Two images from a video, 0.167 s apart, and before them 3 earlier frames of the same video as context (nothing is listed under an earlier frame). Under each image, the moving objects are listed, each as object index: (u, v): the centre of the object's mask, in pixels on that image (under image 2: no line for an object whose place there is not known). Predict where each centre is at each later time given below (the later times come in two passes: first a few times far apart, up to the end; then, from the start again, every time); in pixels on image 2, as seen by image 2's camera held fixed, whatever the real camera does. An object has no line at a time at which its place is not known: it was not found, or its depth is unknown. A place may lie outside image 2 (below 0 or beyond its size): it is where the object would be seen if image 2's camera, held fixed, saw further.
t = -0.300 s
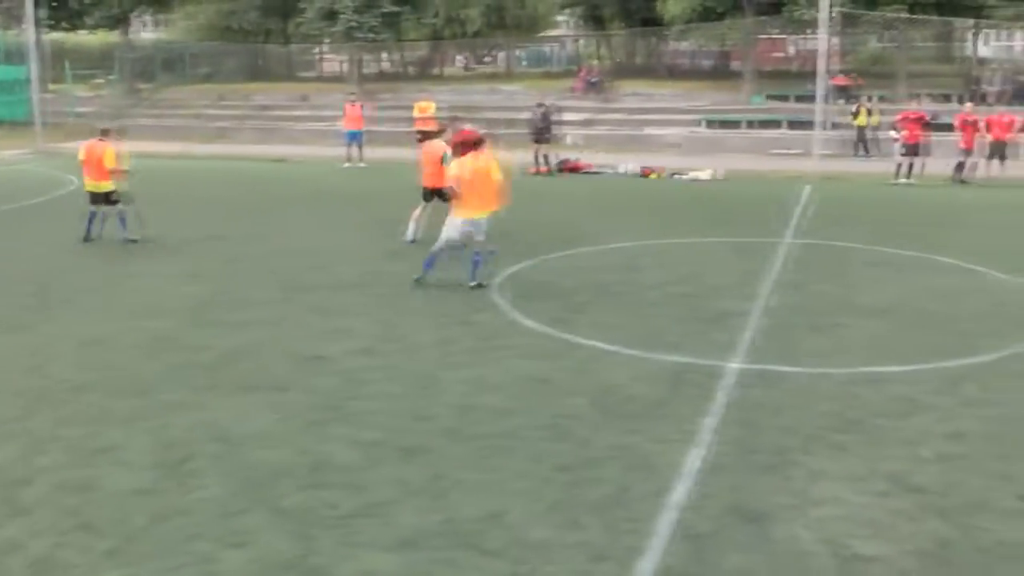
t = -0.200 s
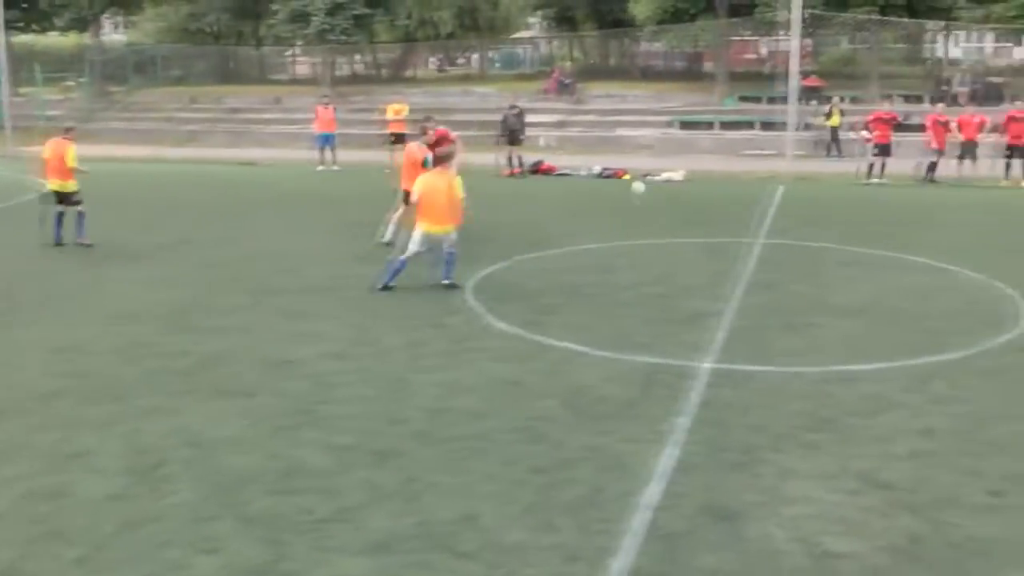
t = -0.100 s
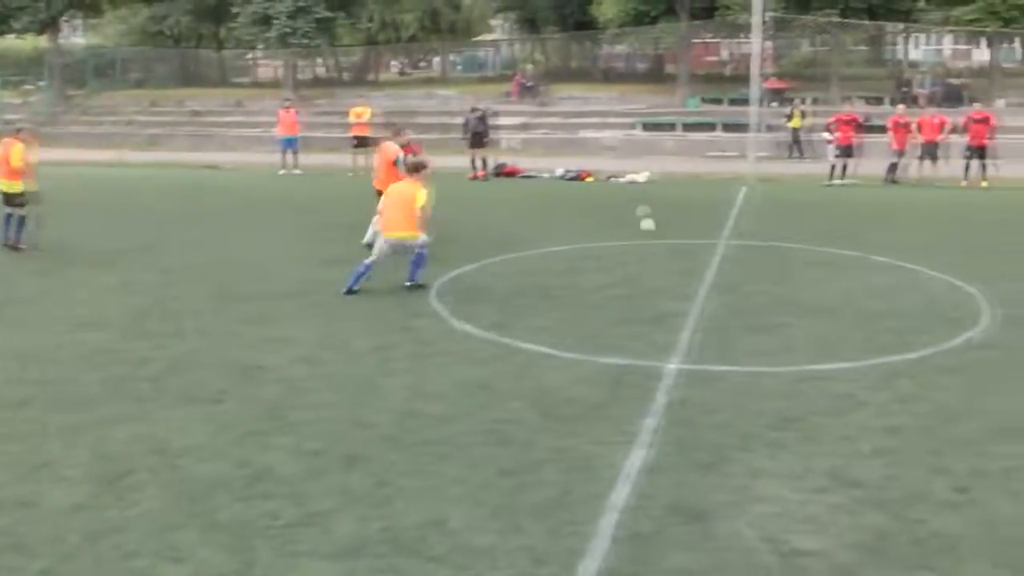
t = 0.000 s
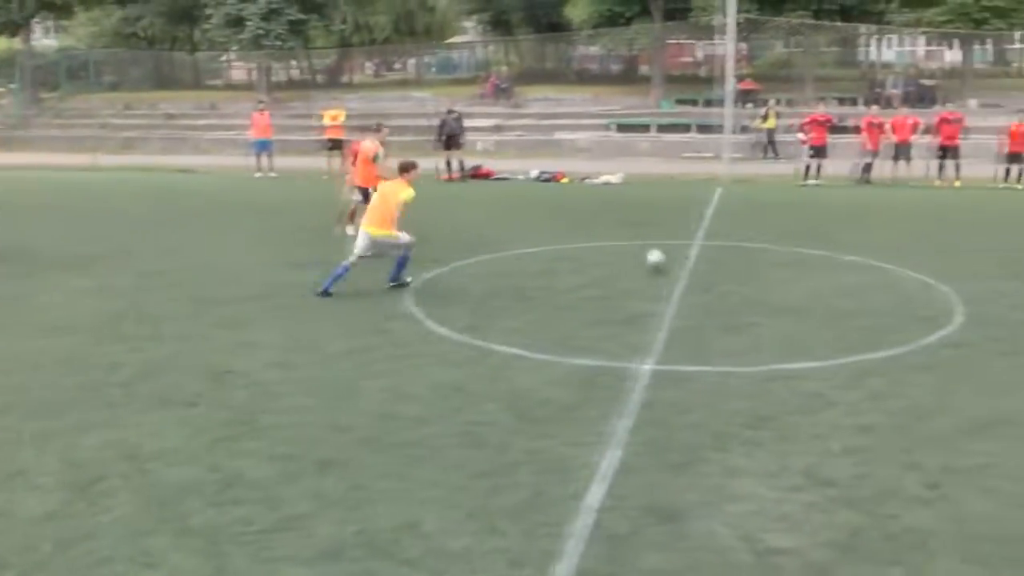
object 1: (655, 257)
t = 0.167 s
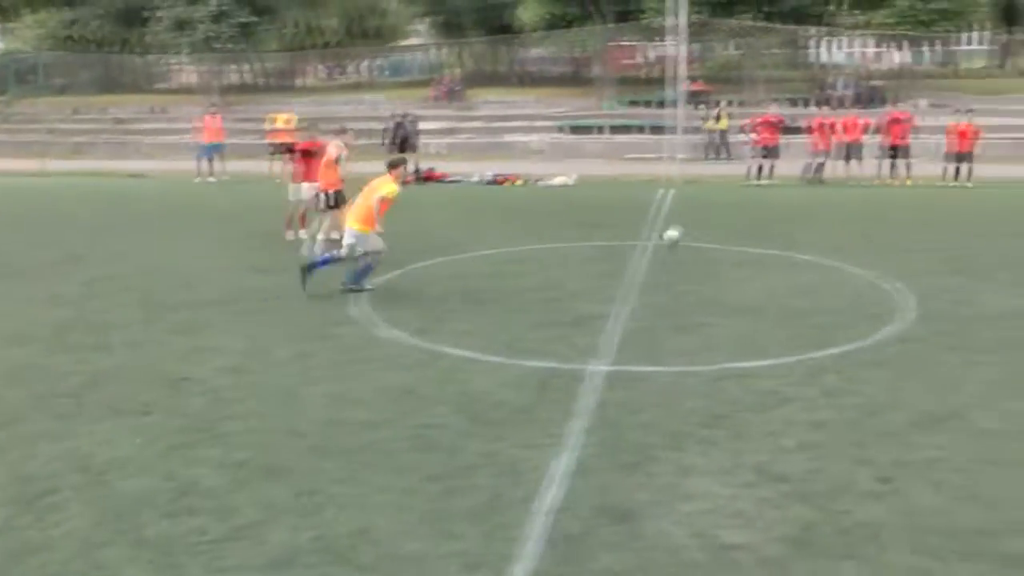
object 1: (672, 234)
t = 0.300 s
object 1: (729, 225)
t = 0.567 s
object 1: (826, 247)
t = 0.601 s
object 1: (840, 255)
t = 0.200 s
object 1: (686, 231)
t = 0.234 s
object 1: (699, 228)
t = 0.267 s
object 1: (715, 226)
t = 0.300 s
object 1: (729, 225)
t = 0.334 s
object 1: (741, 225)
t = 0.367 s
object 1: (748, 226)
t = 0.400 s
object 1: (762, 227)
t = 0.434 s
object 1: (778, 230)
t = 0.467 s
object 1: (794, 234)
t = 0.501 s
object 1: (808, 239)
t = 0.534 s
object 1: (821, 244)
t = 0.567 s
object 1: (826, 247)
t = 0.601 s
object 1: (840, 255)
